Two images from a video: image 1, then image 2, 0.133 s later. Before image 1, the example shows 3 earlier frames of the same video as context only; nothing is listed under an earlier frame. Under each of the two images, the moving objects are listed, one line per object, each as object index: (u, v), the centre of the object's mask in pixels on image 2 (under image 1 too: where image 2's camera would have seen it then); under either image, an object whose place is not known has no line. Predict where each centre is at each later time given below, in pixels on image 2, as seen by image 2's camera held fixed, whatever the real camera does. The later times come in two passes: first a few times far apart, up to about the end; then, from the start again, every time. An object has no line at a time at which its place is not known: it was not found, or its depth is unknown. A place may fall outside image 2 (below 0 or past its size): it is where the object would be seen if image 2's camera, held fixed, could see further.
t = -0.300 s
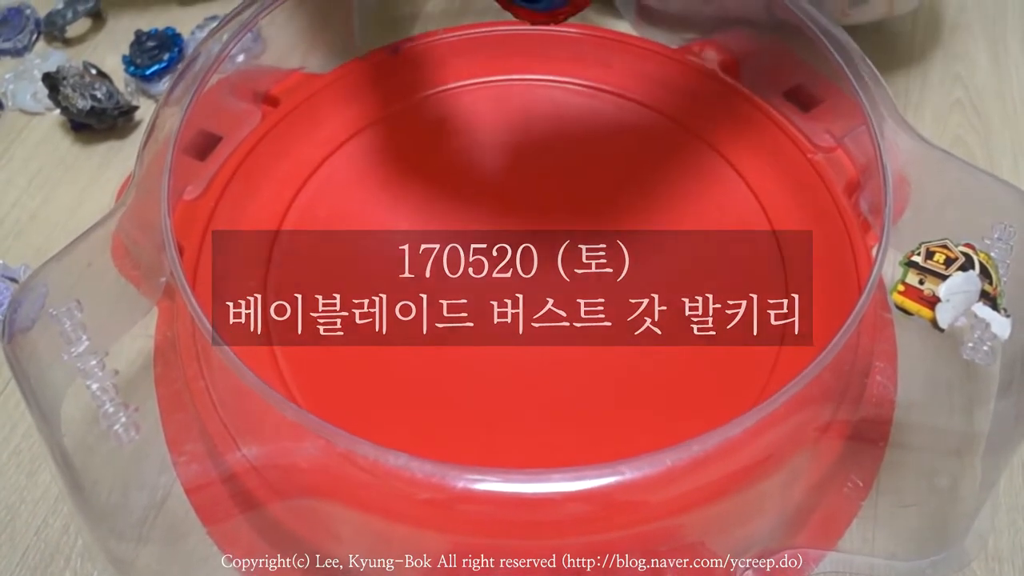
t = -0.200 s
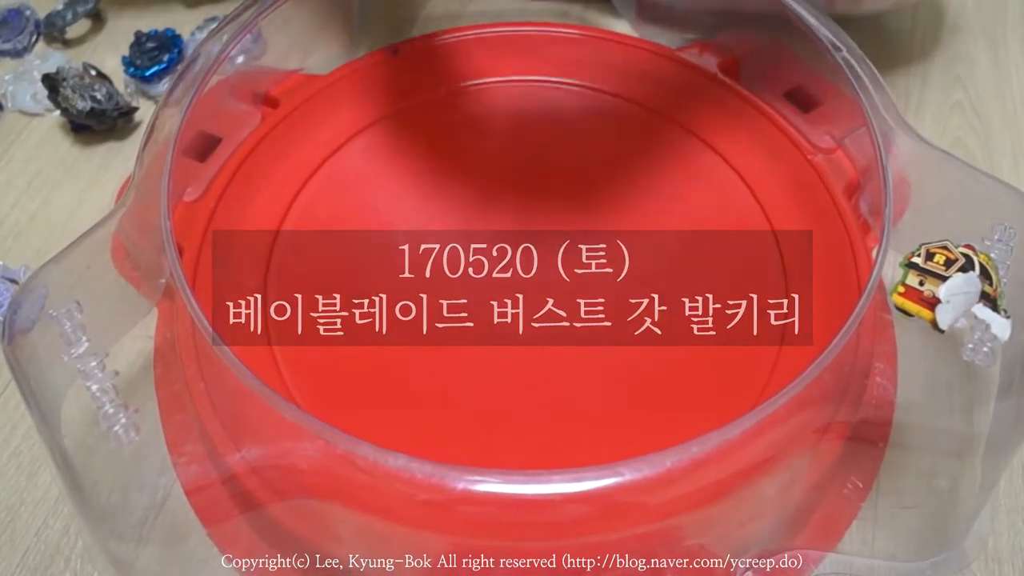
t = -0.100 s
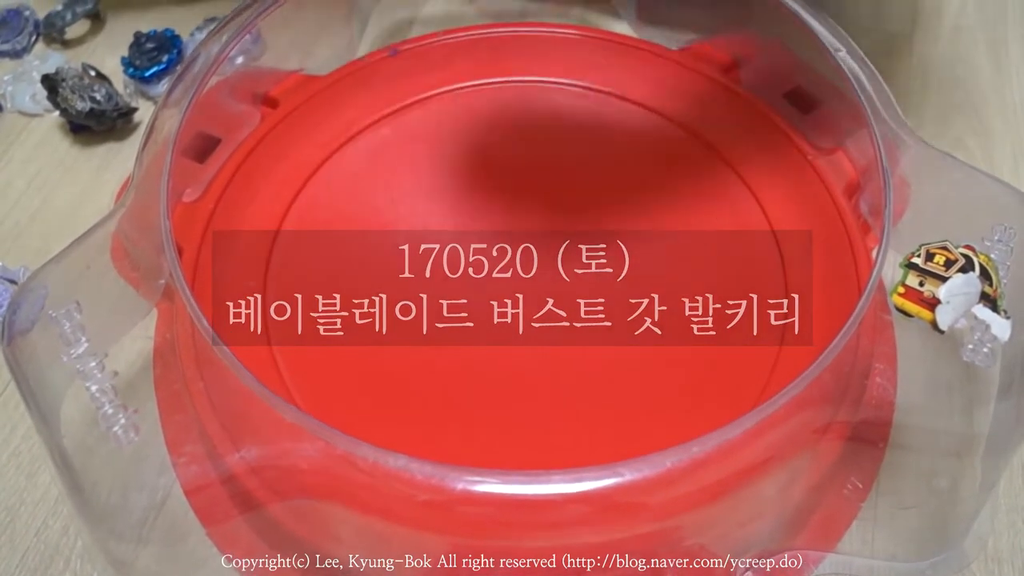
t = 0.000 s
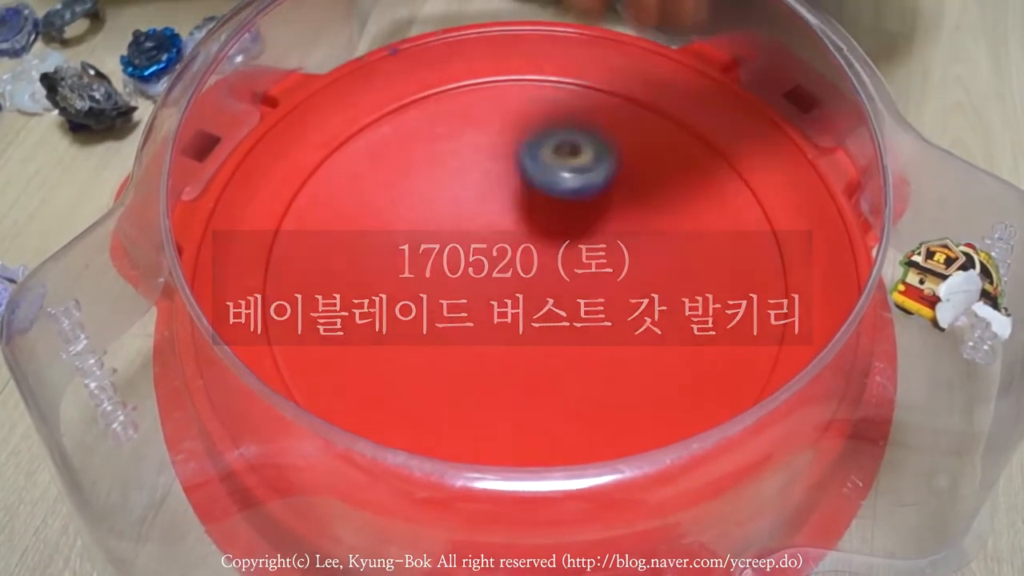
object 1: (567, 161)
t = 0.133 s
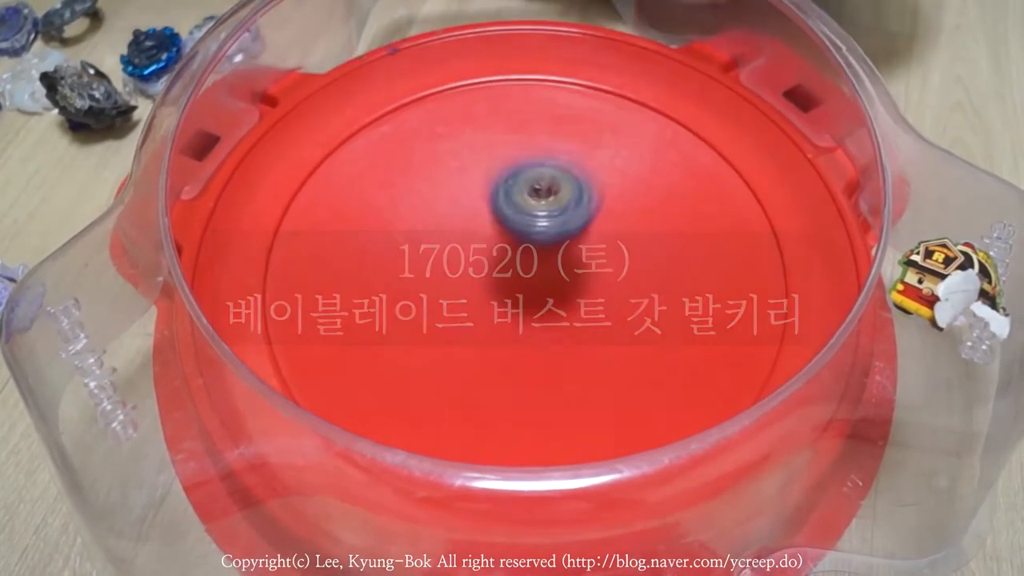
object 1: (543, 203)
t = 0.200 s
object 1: (525, 267)
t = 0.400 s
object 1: (448, 334)
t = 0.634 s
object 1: (500, 354)
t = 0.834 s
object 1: (547, 274)
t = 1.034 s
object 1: (483, 202)
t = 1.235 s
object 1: (395, 225)
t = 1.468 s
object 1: (450, 304)
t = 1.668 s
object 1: (568, 282)
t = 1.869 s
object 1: (606, 215)
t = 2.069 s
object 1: (576, 174)
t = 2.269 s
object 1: (497, 208)
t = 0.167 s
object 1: (535, 252)
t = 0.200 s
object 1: (525, 267)
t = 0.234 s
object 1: (510, 271)
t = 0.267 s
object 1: (495, 290)
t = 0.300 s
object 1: (482, 310)
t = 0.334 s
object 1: (467, 315)
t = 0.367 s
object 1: (455, 326)
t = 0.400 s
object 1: (448, 334)
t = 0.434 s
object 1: (446, 339)
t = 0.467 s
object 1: (447, 346)
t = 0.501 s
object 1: (452, 351)
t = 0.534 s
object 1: (461, 356)
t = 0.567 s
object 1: (473, 359)
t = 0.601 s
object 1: (487, 358)
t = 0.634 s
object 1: (500, 354)
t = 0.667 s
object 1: (516, 345)
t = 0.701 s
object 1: (527, 335)
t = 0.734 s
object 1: (537, 321)
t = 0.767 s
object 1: (543, 306)
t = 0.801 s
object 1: (547, 290)
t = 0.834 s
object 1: (547, 274)
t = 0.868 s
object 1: (542, 259)
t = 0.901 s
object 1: (535, 243)
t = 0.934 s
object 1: (524, 230)
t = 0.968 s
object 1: (512, 217)
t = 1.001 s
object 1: (498, 208)
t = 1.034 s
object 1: (483, 202)
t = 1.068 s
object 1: (467, 199)
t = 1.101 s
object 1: (452, 200)
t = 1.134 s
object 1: (436, 204)
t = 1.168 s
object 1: (420, 209)
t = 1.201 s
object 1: (407, 217)
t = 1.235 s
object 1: (395, 225)
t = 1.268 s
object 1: (387, 235)
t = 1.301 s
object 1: (386, 247)
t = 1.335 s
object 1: (389, 261)
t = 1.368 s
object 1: (398, 274)
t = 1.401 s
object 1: (412, 287)
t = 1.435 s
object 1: (429, 298)
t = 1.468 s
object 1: (450, 304)
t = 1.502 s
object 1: (474, 308)
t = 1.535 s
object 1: (495, 309)
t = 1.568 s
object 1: (517, 305)
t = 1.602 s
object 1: (538, 300)
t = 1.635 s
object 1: (554, 292)
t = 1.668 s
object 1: (568, 282)
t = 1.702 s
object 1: (581, 270)
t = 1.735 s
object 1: (589, 259)
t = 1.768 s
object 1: (596, 247)
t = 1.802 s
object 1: (602, 235)
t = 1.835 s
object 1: (604, 225)
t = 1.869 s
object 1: (606, 215)
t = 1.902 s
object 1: (603, 206)
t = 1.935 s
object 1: (601, 198)
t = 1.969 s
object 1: (596, 190)
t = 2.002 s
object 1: (591, 184)
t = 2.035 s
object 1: (585, 179)
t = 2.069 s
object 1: (576, 174)
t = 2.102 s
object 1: (565, 174)
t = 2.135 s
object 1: (552, 174)
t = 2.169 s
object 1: (539, 178)
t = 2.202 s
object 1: (524, 184)
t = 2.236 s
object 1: (509, 195)
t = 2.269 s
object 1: (497, 208)
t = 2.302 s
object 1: (488, 225)
